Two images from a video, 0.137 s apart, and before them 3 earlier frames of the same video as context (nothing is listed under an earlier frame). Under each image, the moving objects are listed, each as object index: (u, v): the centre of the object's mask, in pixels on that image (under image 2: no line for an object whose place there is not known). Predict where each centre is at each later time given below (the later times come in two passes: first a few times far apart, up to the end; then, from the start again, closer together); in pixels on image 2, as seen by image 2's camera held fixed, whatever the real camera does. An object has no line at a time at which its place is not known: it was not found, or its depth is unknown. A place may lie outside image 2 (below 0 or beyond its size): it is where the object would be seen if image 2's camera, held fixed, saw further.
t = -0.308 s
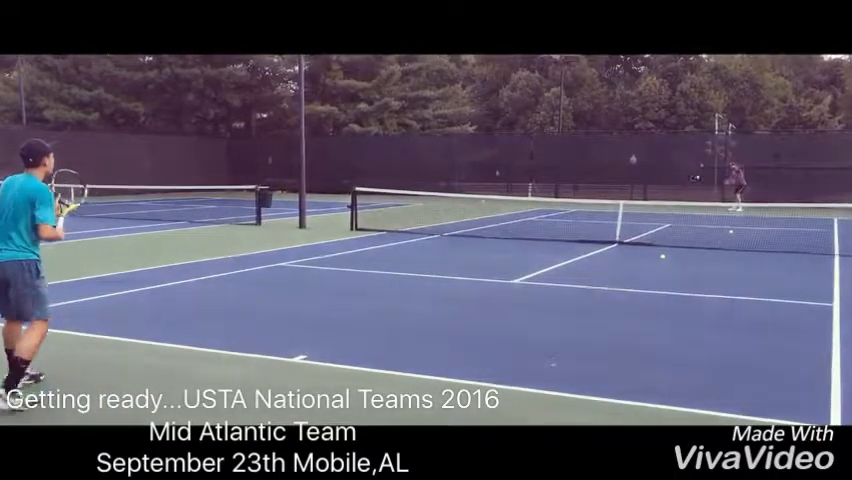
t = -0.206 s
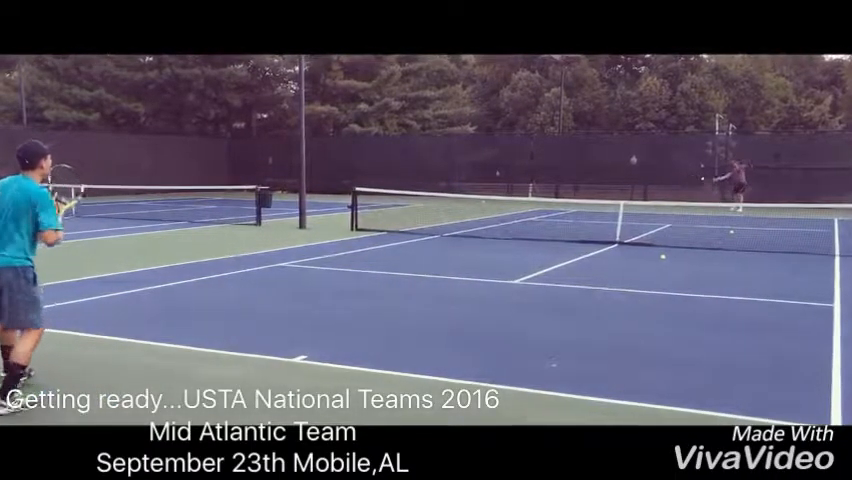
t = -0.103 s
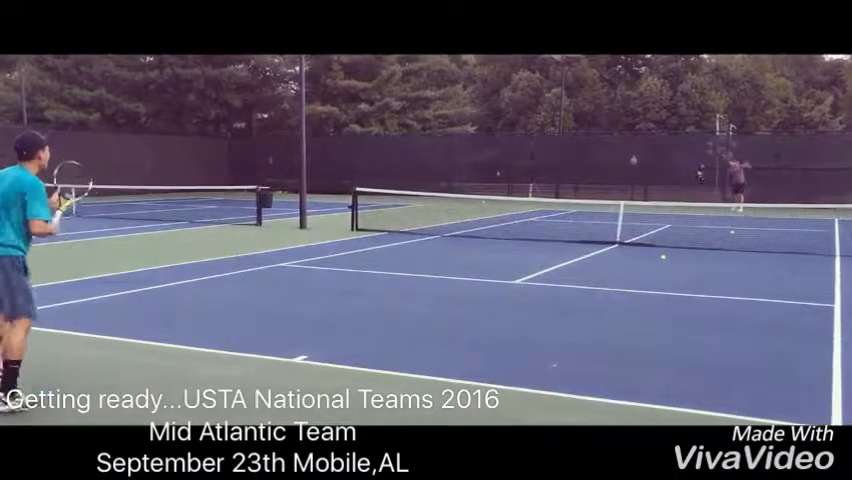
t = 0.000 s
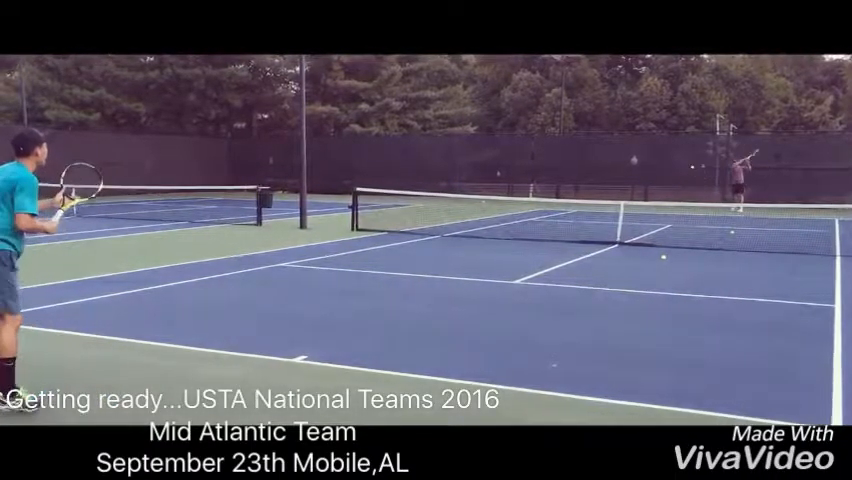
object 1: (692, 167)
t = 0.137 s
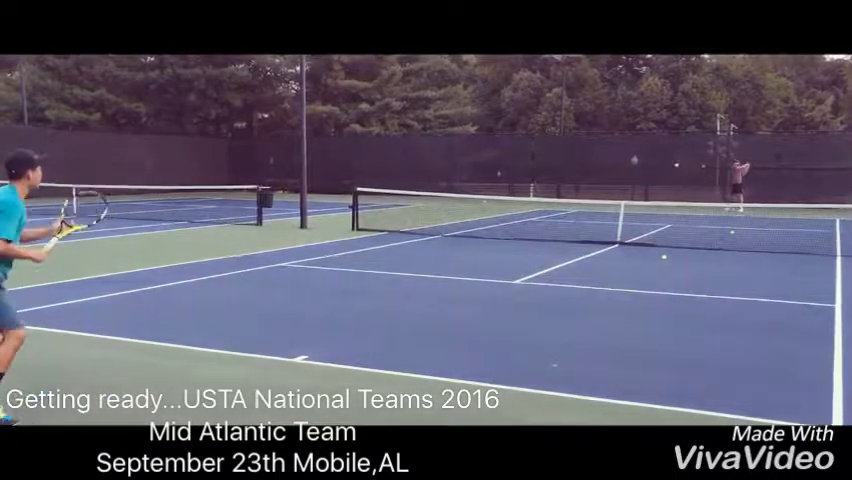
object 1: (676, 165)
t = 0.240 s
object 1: (665, 171)
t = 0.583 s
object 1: (586, 251)
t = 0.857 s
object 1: (502, 257)
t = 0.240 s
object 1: (665, 171)
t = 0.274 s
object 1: (660, 174)
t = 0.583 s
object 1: (586, 251)
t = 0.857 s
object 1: (502, 257)
